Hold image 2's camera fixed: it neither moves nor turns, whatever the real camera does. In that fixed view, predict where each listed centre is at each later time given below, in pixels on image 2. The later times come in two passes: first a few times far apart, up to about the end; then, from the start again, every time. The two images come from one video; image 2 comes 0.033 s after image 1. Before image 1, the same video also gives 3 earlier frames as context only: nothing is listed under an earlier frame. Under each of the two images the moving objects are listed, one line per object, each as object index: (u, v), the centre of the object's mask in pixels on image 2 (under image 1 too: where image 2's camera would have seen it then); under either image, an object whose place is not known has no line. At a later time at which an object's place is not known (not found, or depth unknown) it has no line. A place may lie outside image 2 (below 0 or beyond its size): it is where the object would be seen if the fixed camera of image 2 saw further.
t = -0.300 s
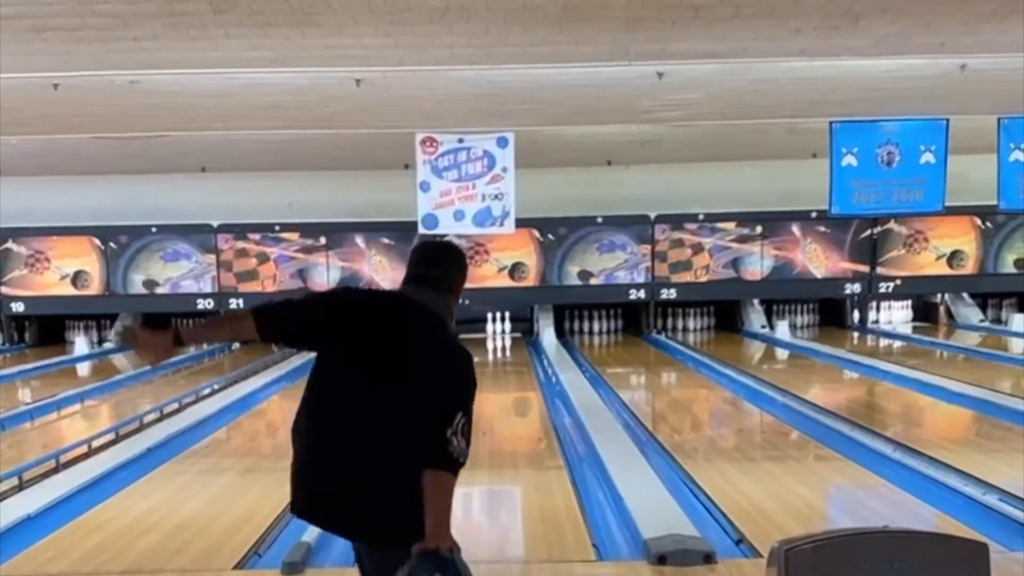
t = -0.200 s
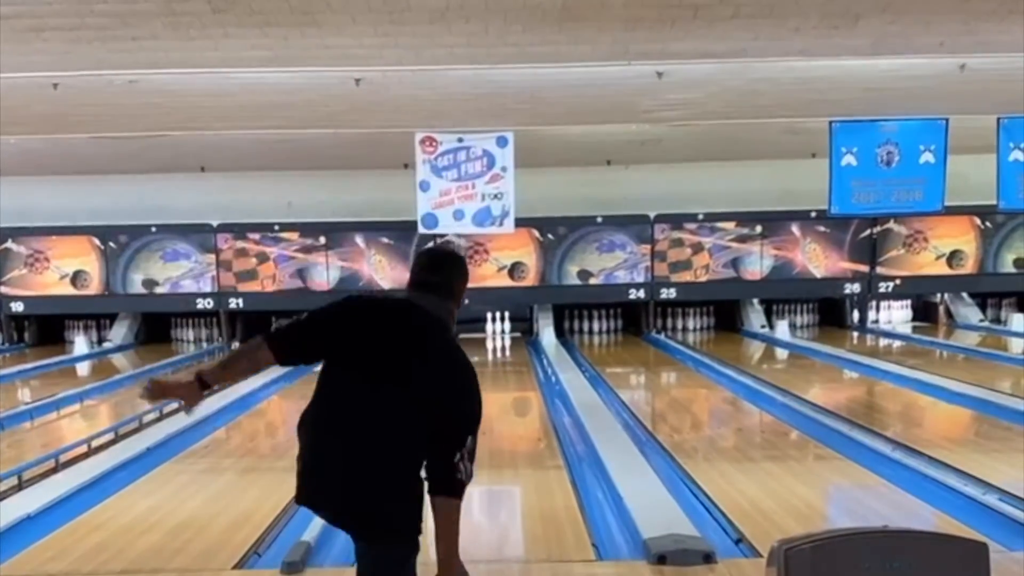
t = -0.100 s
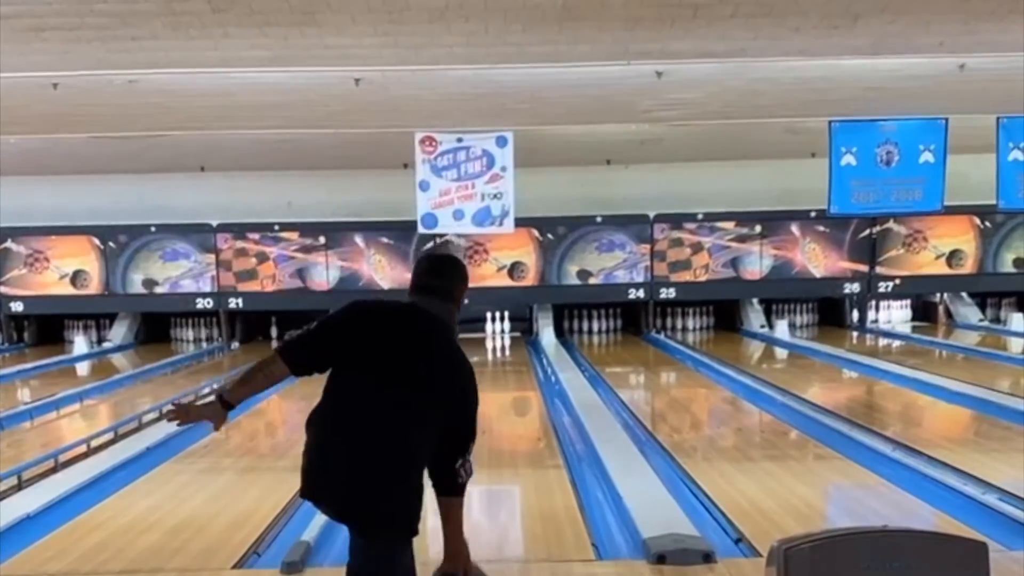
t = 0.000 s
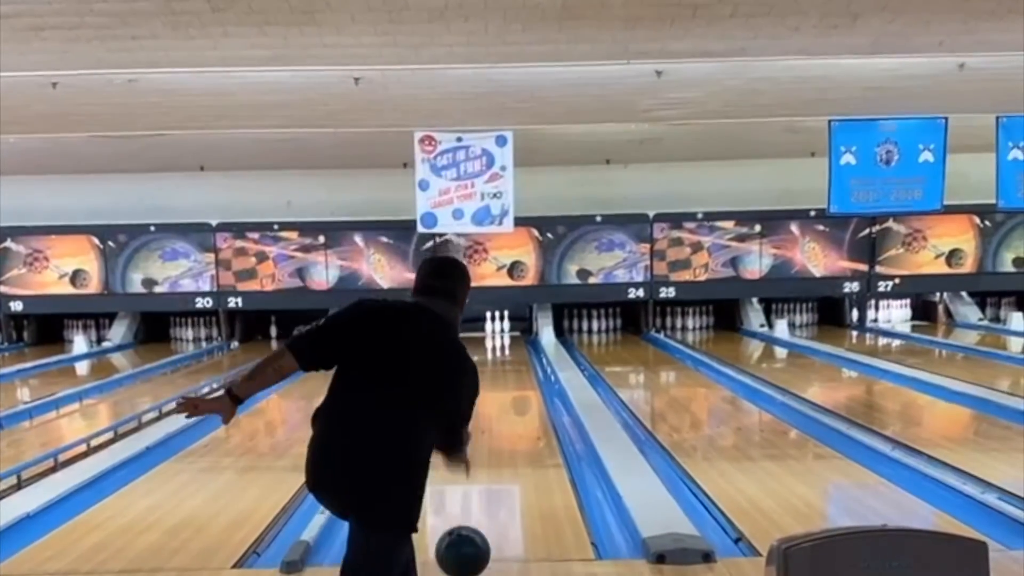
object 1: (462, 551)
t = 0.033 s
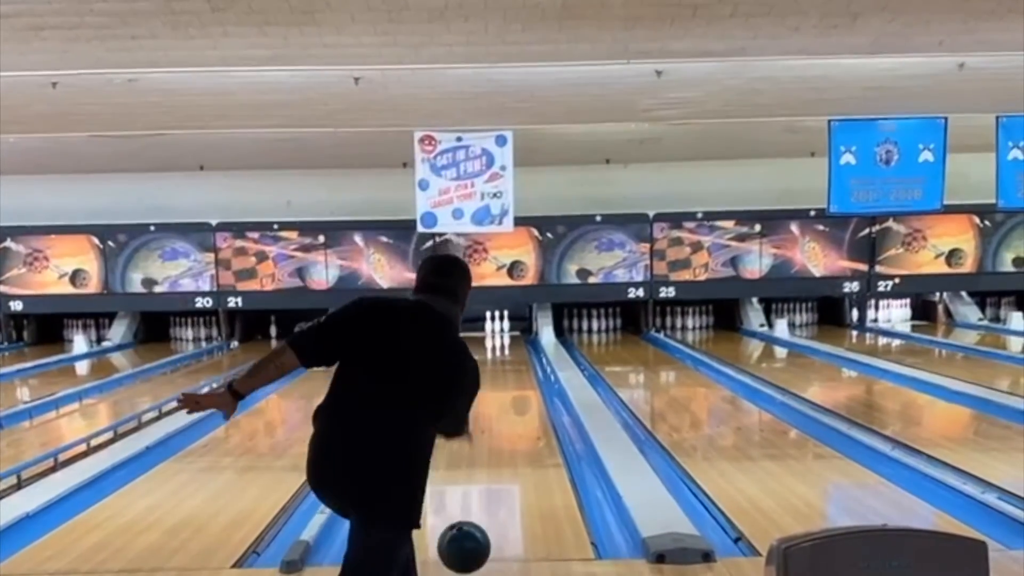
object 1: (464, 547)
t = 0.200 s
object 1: (469, 514)
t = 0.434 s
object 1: (474, 468)
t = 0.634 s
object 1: (477, 442)
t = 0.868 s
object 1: (482, 418)
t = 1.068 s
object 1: (485, 402)
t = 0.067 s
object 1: (465, 545)
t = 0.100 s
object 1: (466, 540)
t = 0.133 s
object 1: (467, 531)
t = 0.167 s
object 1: (468, 522)
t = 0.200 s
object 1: (469, 514)
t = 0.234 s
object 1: (470, 506)
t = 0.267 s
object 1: (471, 499)
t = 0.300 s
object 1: (471, 493)
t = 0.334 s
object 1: (472, 486)
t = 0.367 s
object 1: (473, 480)
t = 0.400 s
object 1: (473, 474)
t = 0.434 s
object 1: (474, 468)
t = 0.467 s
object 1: (475, 463)
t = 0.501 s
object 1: (475, 459)
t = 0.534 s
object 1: (476, 454)
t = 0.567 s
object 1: (476, 450)
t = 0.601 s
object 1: (476, 446)
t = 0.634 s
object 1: (477, 442)
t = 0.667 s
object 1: (478, 438)
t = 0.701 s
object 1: (479, 434)
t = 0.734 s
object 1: (479, 431)
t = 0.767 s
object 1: (480, 427)
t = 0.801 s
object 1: (480, 424)
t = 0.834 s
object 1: (481, 421)
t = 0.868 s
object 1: (482, 418)
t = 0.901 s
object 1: (483, 415)
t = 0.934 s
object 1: (483, 412)
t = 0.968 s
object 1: (484, 409)
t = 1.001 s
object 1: (484, 407)
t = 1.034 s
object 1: (485, 404)
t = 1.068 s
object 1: (485, 402)
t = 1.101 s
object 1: (485, 399)
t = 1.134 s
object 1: (485, 397)
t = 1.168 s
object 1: (486, 395)
